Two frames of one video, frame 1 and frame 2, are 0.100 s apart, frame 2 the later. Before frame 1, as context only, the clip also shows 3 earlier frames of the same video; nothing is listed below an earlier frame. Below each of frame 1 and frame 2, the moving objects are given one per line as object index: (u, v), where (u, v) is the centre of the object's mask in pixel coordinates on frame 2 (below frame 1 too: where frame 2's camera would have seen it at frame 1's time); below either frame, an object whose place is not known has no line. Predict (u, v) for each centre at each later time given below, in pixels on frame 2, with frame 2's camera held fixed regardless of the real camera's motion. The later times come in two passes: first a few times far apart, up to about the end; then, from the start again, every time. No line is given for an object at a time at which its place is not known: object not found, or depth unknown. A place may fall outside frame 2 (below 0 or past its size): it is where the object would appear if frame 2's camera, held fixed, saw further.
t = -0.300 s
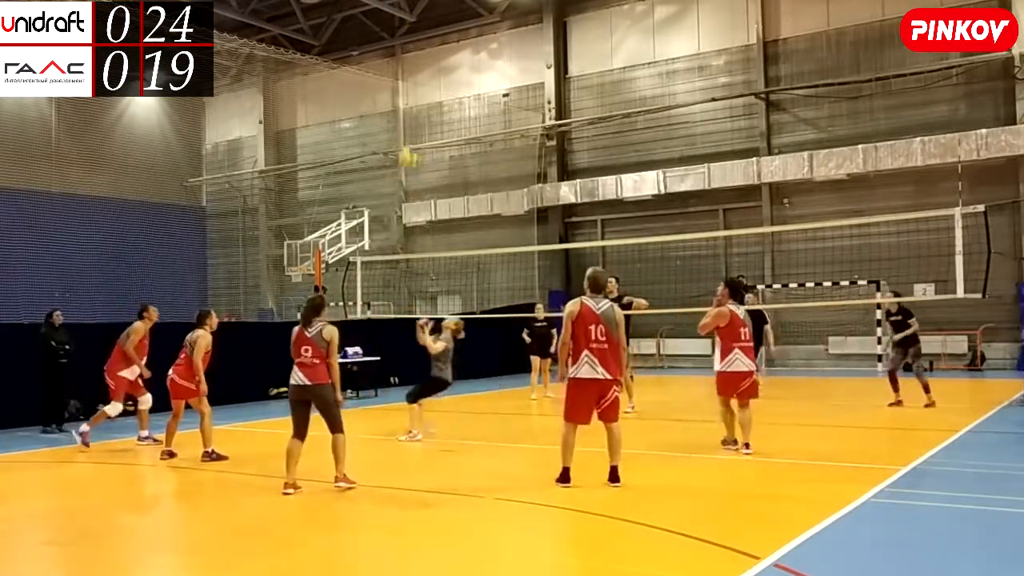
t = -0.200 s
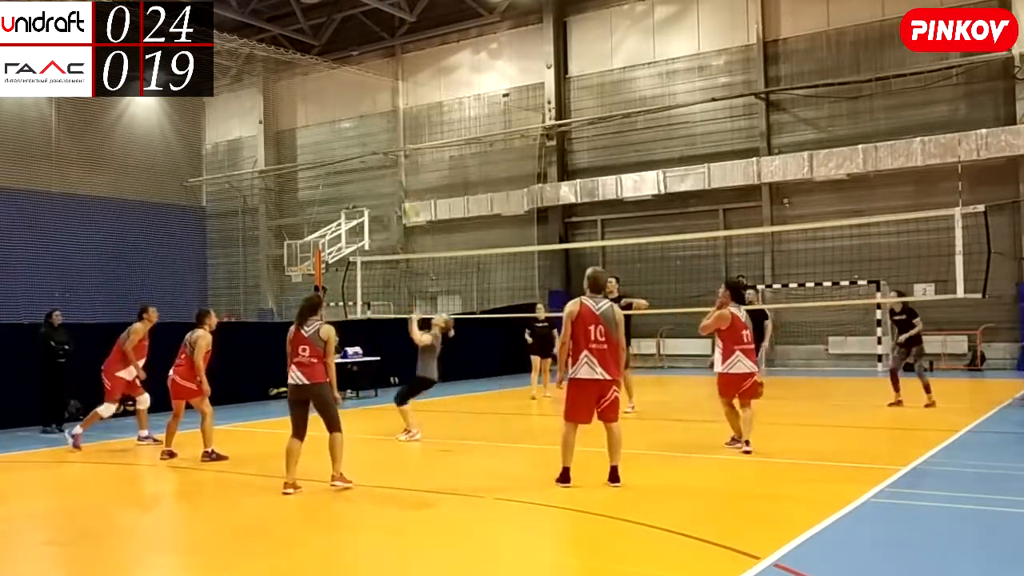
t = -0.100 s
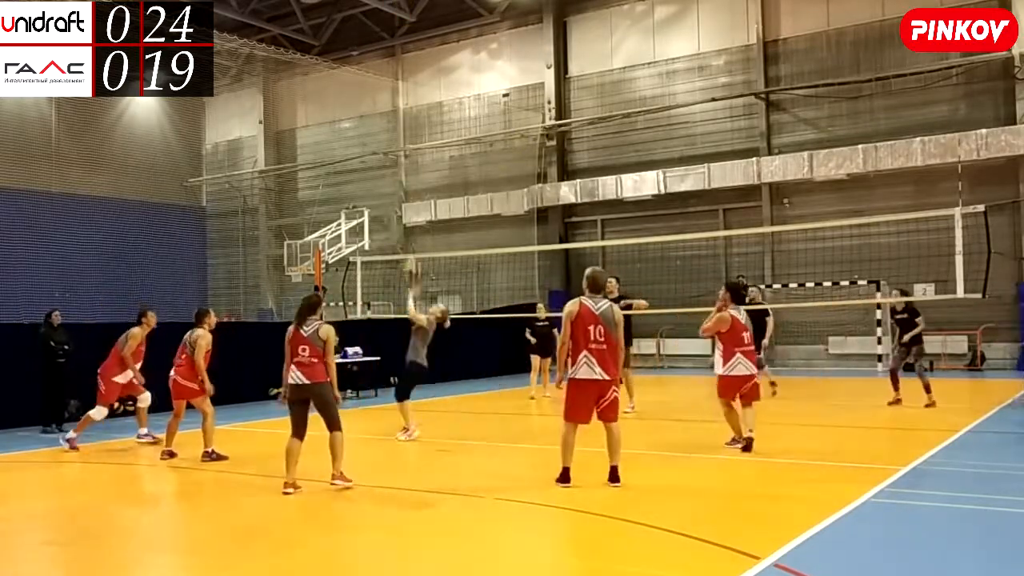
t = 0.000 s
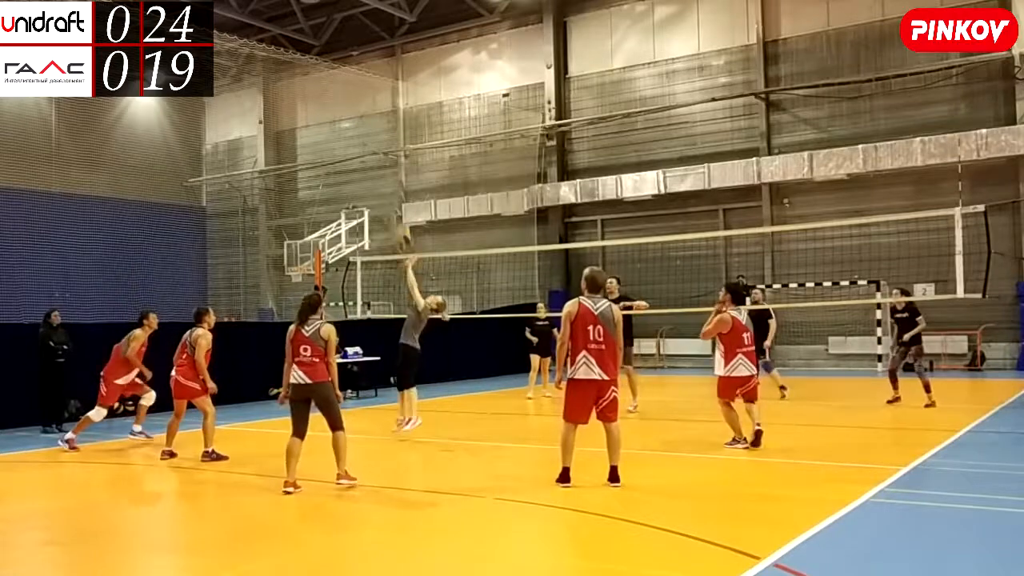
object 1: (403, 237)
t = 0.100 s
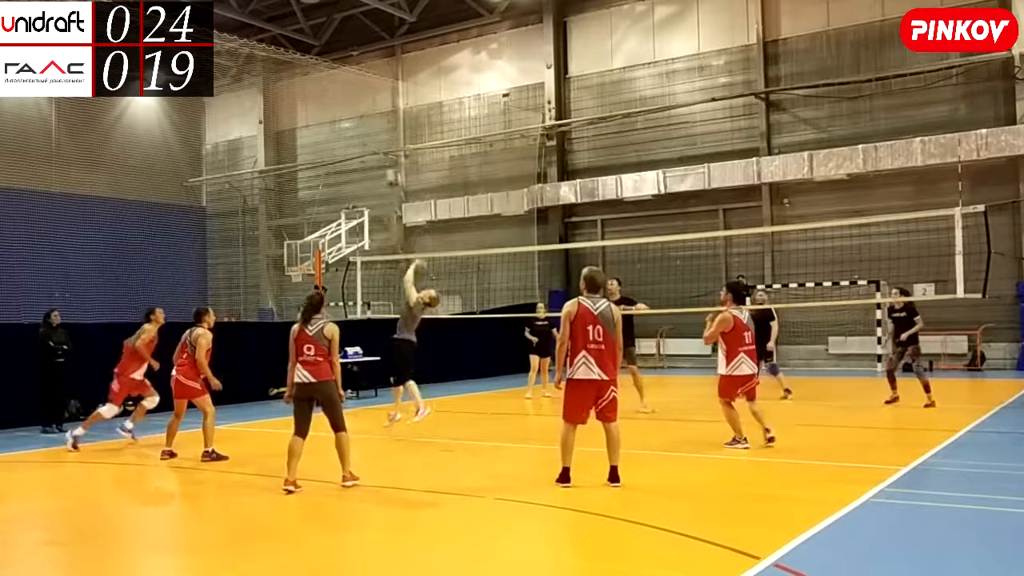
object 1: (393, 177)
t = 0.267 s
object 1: (374, 106)
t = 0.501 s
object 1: (354, 46)
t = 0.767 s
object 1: (333, 29)
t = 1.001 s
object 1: (316, 56)
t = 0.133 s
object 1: (390, 162)
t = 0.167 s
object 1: (386, 147)
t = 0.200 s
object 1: (381, 132)
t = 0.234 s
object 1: (378, 118)
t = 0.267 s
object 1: (374, 106)
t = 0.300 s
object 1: (372, 96)
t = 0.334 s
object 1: (369, 84)
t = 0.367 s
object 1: (367, 75)
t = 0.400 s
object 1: (364, 66)
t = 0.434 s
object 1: (360, 59)
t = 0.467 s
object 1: (358, 52)
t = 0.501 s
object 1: (354, 46)
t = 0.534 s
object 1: (352, 42)
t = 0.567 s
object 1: (349, 37)
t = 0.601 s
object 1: (346, 33)
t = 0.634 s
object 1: (344, 31)
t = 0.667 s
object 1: (341, 29)
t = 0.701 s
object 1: (338, 28)
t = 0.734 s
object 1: (336, 28)
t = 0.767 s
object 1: (333, 29)
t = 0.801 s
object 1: (330, 31)
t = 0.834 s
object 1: (328, 33)
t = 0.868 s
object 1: (326, 36)
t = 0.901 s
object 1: (323, 41)
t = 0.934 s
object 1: (321, 47)
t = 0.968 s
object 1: (318, 50)
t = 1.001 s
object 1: (316, 56)
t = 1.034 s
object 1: (314, 65)
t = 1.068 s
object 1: (311, 73)
